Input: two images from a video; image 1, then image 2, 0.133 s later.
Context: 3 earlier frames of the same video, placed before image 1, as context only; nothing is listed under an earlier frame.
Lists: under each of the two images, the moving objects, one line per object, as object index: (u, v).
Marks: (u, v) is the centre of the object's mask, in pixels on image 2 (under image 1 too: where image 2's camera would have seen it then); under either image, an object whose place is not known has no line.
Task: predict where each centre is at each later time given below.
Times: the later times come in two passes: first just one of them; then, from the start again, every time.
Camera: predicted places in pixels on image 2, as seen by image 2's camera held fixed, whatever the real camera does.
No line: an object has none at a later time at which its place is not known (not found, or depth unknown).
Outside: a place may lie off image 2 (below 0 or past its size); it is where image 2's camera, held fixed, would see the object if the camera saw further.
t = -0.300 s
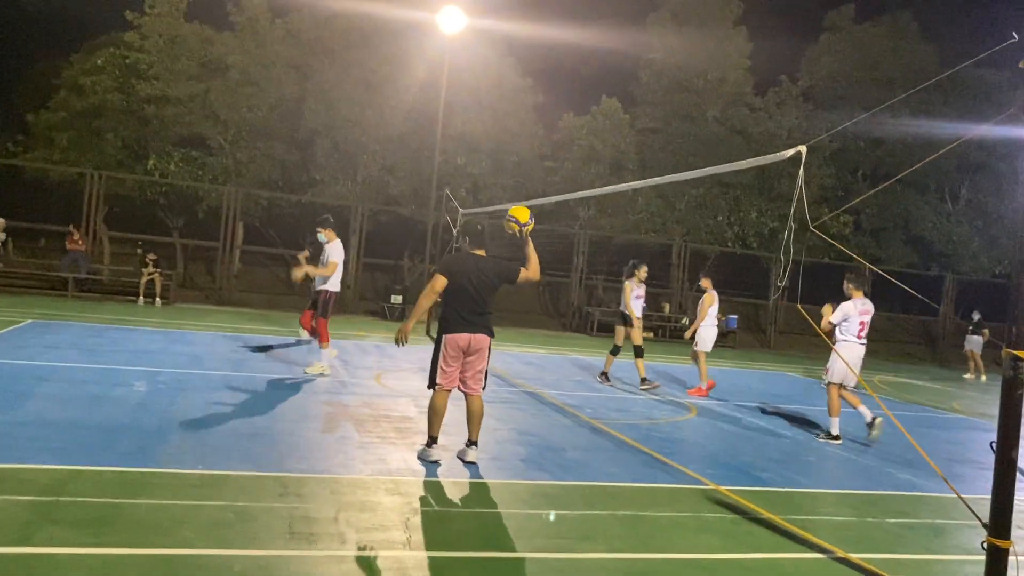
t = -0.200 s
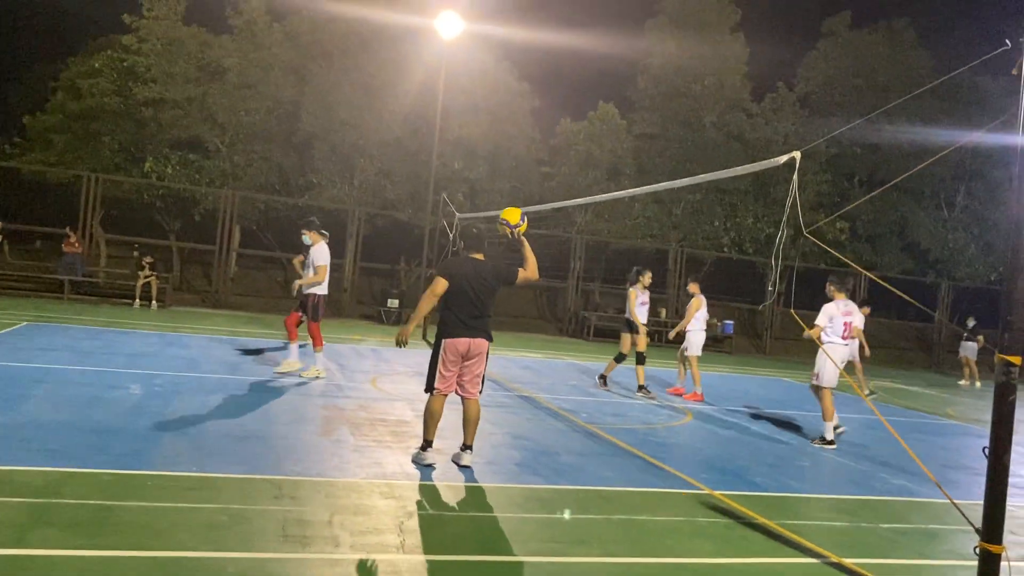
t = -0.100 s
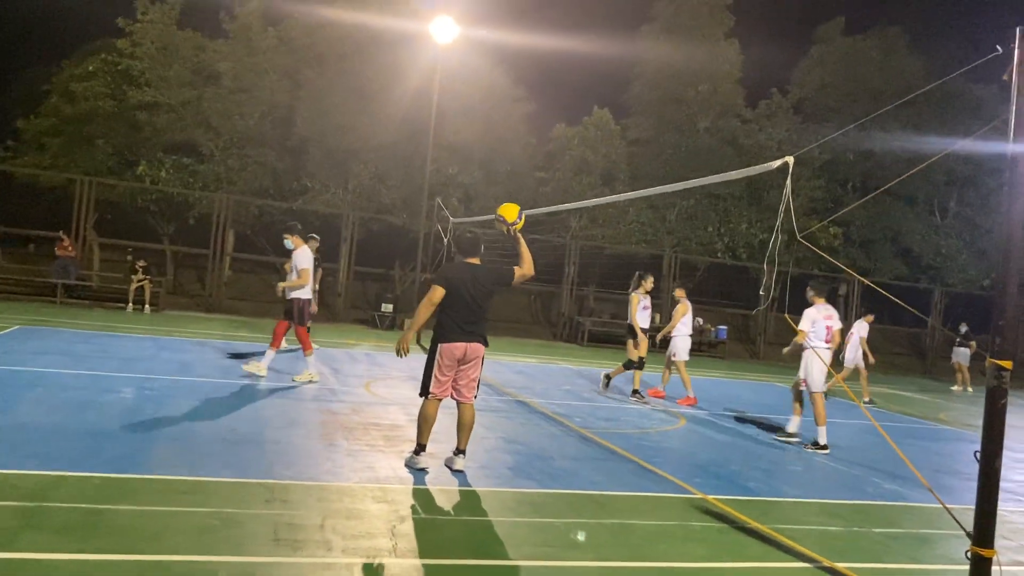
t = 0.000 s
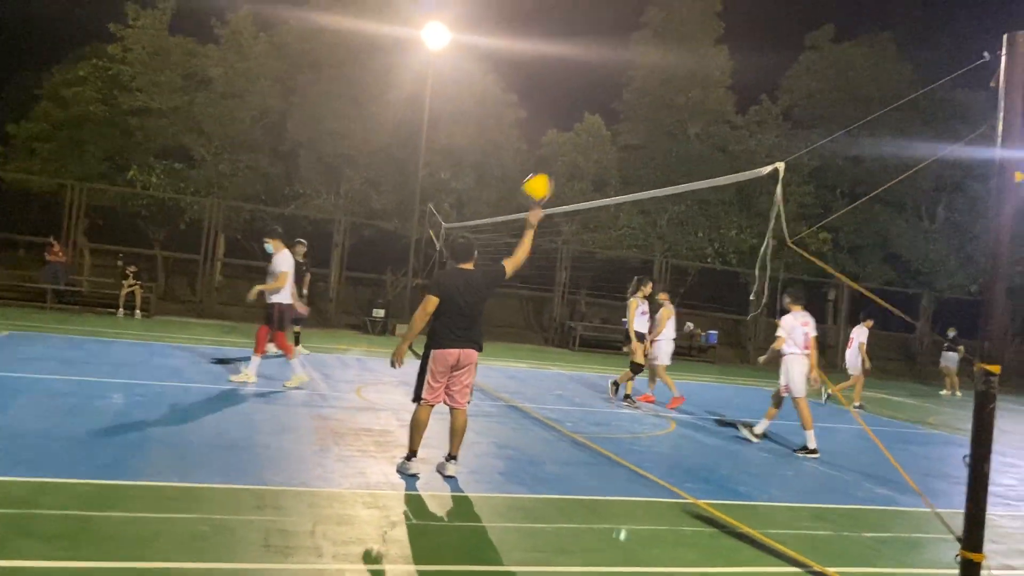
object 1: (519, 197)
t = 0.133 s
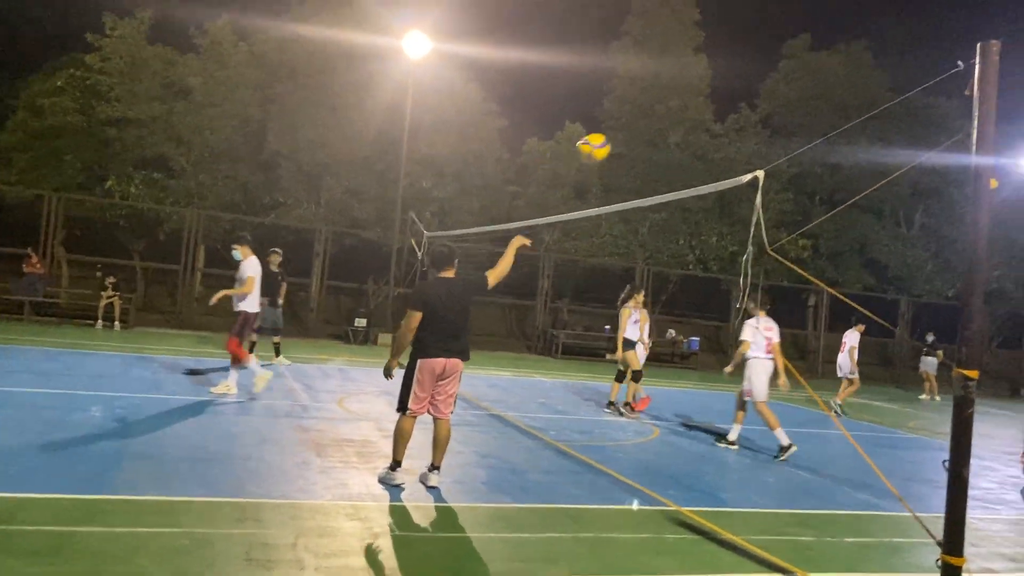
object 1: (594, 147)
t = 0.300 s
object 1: (674, 124)
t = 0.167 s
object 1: (611, 141)
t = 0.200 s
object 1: (627, 134)
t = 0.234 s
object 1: (644, 130)
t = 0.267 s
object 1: (660, 126)
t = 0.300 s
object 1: (674, 124)
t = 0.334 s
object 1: (690, 123)
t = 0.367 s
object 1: (704, 124)
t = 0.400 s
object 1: (720, 125)
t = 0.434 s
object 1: (733, 128)
